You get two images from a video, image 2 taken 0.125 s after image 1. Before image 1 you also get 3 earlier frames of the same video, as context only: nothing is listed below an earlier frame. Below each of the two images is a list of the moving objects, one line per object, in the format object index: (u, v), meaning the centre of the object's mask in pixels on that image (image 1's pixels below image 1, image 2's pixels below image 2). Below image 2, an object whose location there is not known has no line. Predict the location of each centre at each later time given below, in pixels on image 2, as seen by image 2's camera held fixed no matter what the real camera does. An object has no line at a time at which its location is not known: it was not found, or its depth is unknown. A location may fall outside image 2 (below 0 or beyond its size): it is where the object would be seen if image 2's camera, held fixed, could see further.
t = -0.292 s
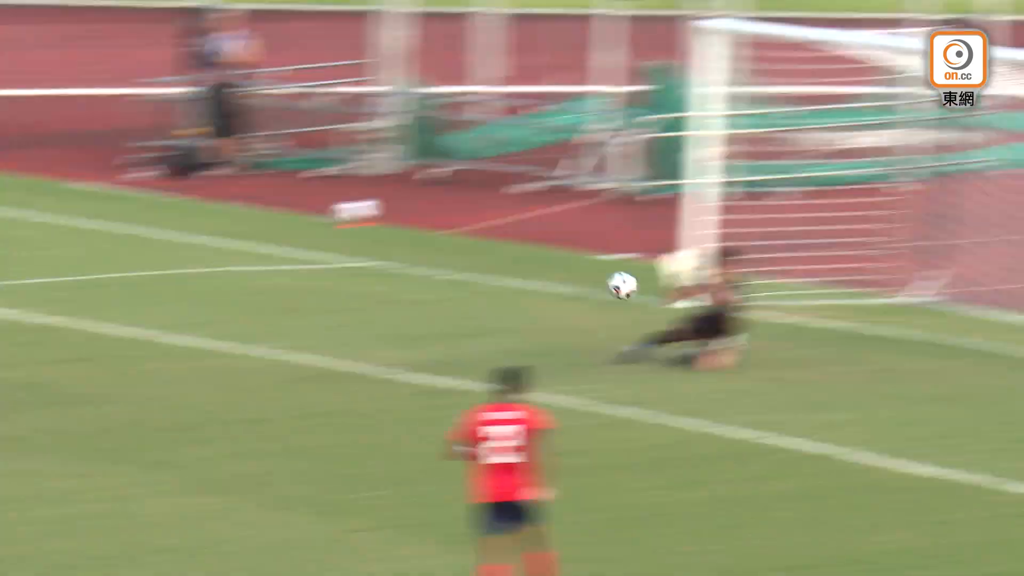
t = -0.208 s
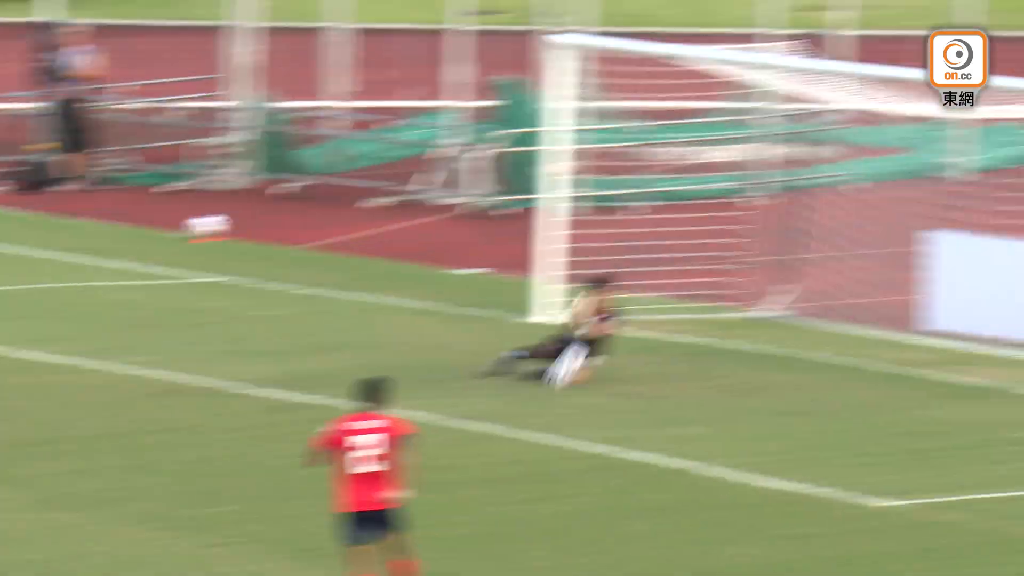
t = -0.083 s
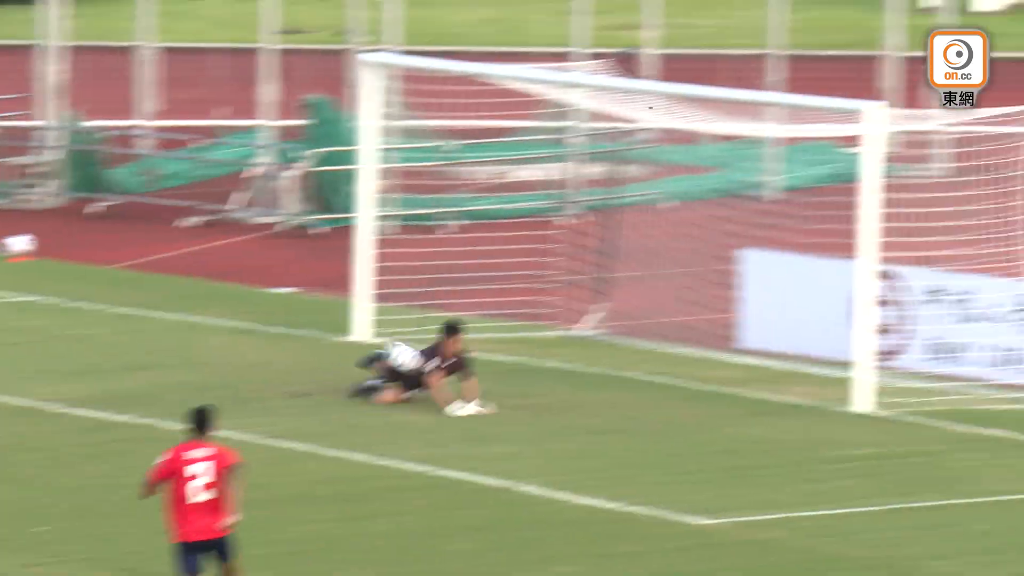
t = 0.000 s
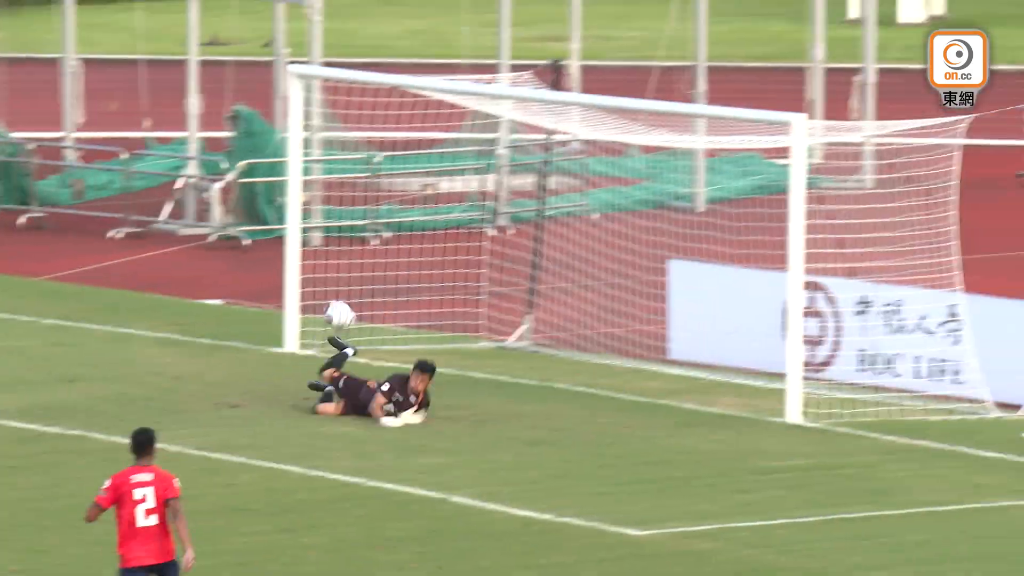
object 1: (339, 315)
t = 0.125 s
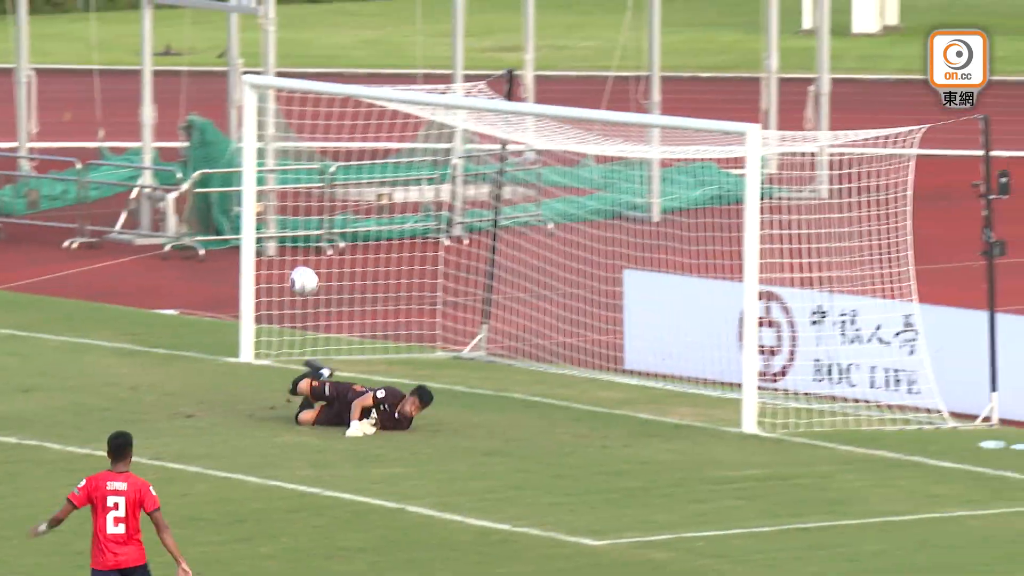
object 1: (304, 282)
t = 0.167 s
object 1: (306, 271)
